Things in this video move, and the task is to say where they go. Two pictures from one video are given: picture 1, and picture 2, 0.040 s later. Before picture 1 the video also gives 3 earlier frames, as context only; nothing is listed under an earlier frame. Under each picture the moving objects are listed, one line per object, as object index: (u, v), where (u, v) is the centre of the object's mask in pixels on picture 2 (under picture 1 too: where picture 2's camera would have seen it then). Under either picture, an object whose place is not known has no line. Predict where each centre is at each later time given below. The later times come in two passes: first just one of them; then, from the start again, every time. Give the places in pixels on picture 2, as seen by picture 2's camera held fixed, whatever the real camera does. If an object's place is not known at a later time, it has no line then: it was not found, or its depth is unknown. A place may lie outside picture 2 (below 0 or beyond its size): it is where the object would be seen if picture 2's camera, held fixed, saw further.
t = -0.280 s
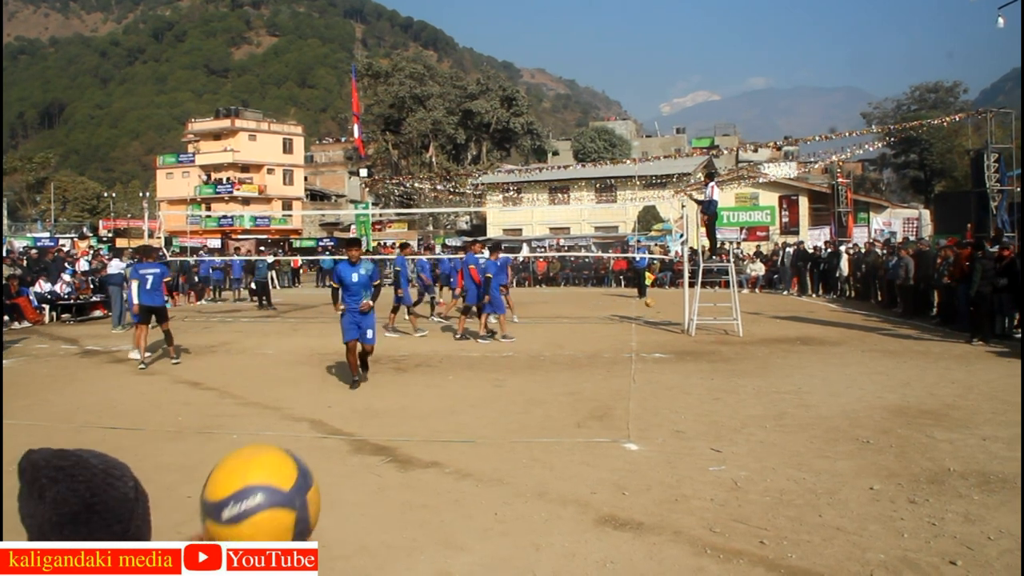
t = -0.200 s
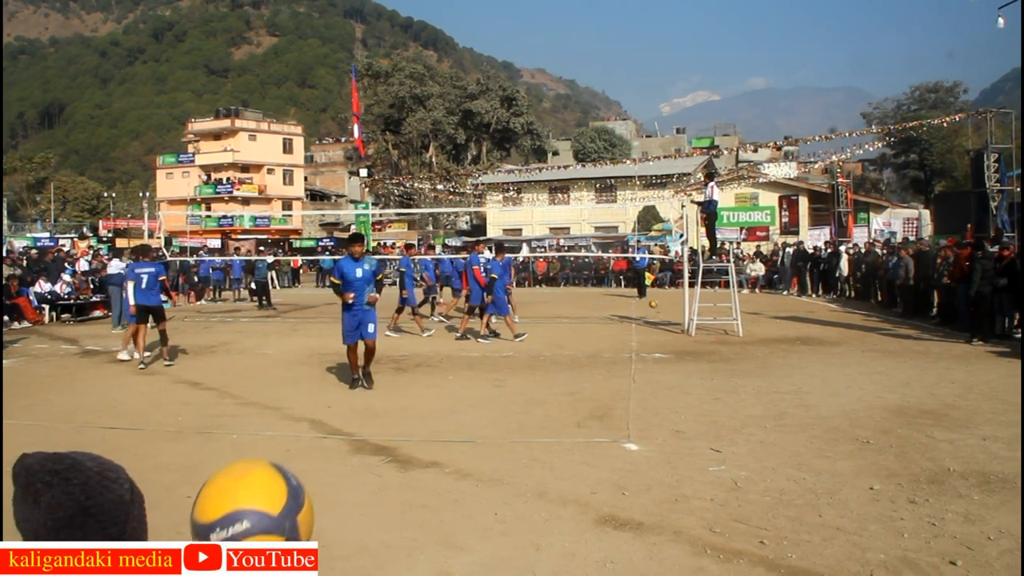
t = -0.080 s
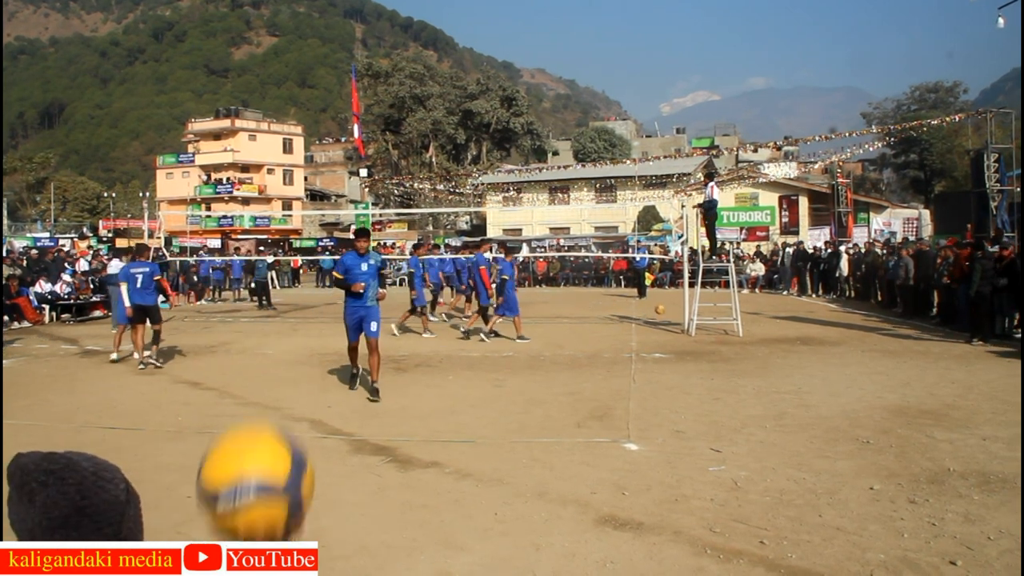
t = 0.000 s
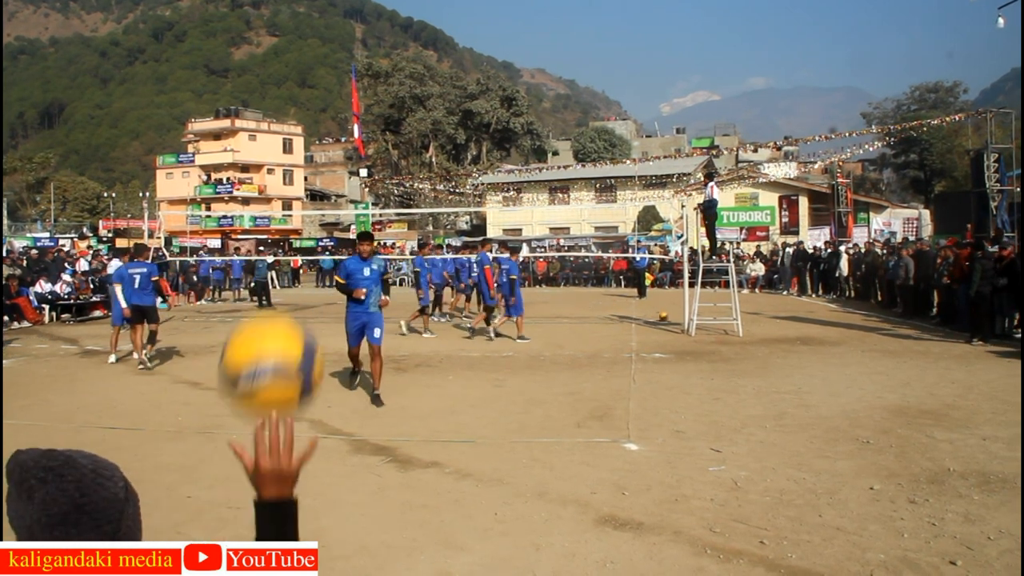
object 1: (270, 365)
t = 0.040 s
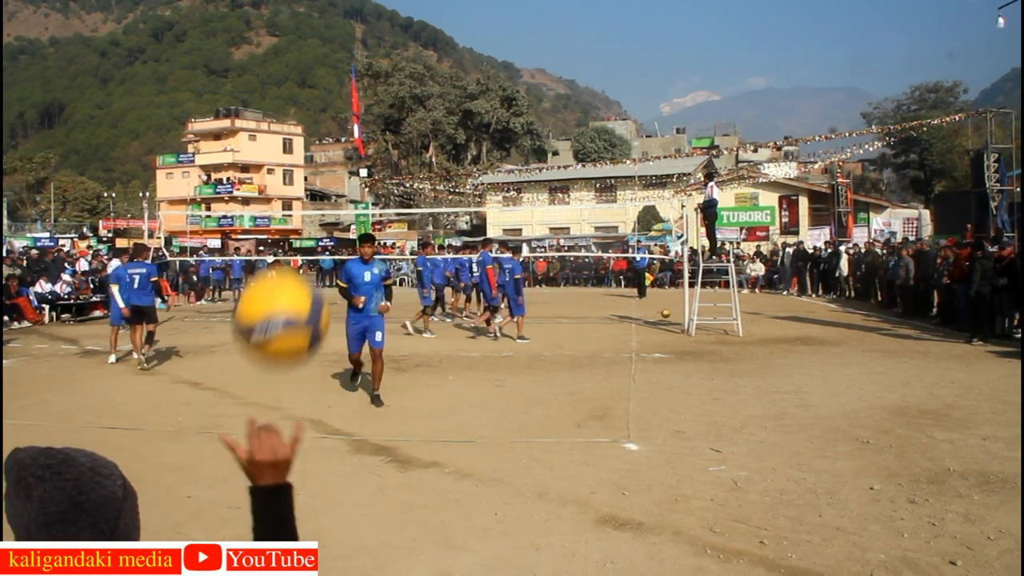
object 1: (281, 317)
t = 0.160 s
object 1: (305, 238)
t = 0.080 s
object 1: (290, 280)
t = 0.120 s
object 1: (298, 255)
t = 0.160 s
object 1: (305, 238)
